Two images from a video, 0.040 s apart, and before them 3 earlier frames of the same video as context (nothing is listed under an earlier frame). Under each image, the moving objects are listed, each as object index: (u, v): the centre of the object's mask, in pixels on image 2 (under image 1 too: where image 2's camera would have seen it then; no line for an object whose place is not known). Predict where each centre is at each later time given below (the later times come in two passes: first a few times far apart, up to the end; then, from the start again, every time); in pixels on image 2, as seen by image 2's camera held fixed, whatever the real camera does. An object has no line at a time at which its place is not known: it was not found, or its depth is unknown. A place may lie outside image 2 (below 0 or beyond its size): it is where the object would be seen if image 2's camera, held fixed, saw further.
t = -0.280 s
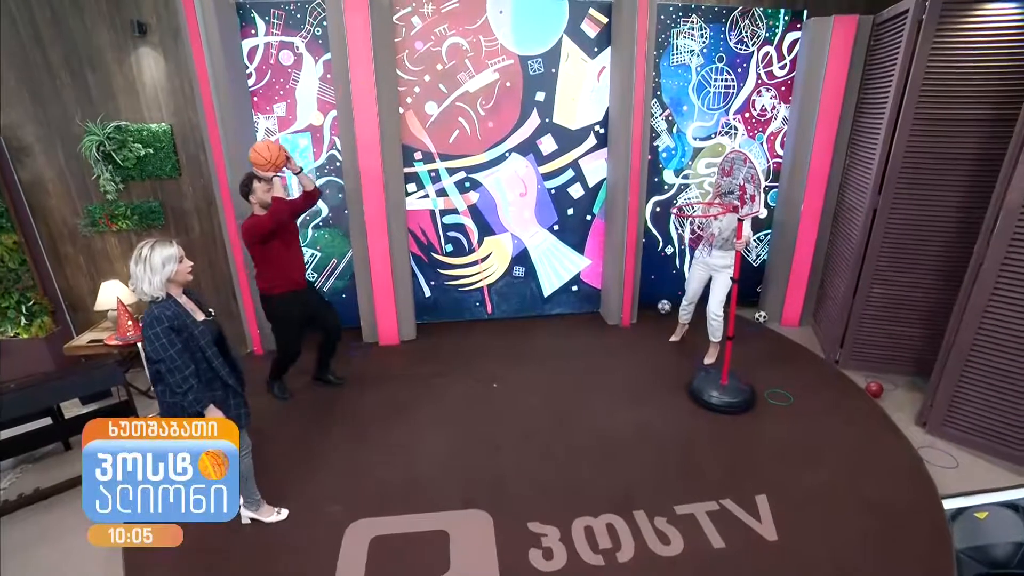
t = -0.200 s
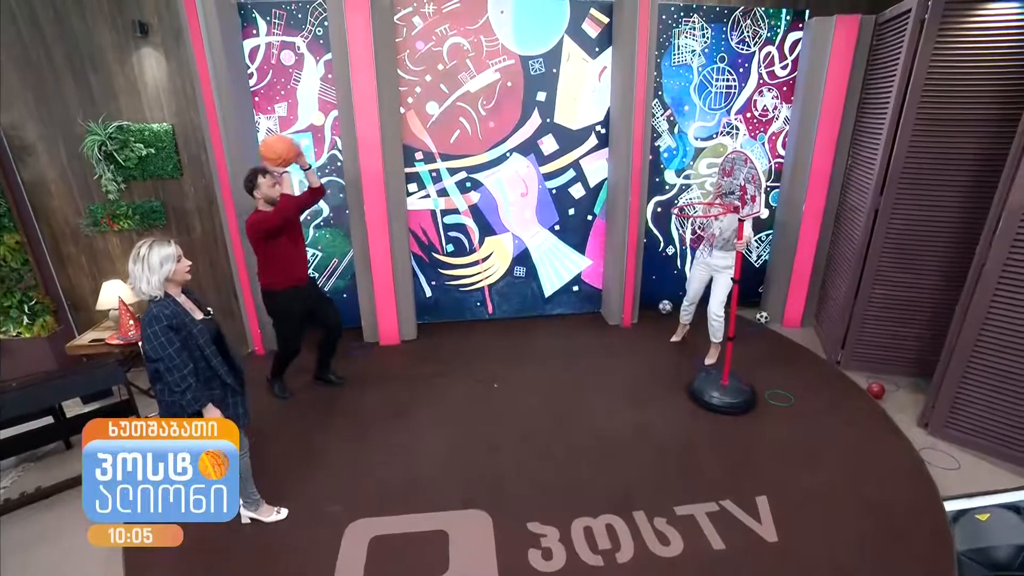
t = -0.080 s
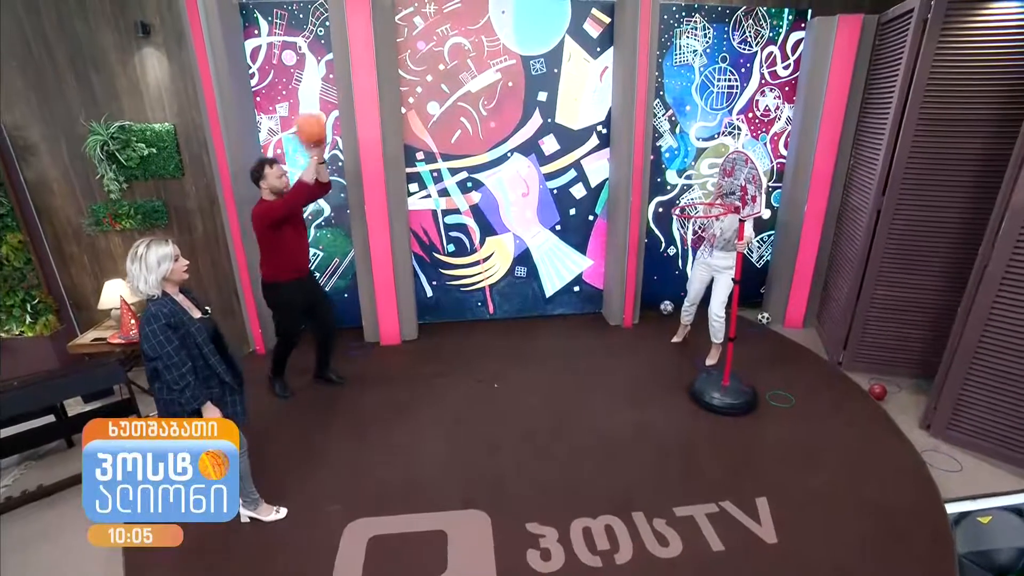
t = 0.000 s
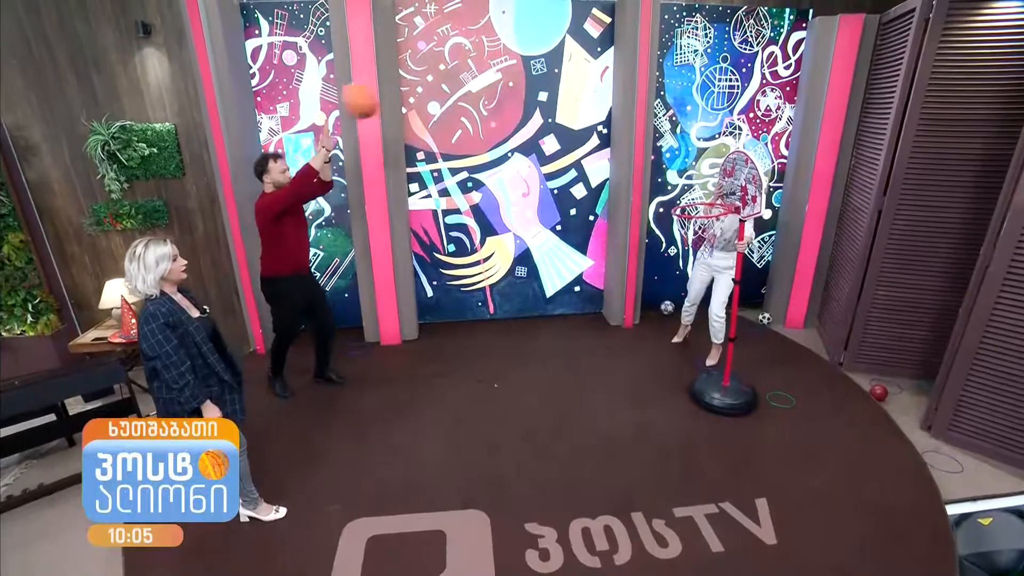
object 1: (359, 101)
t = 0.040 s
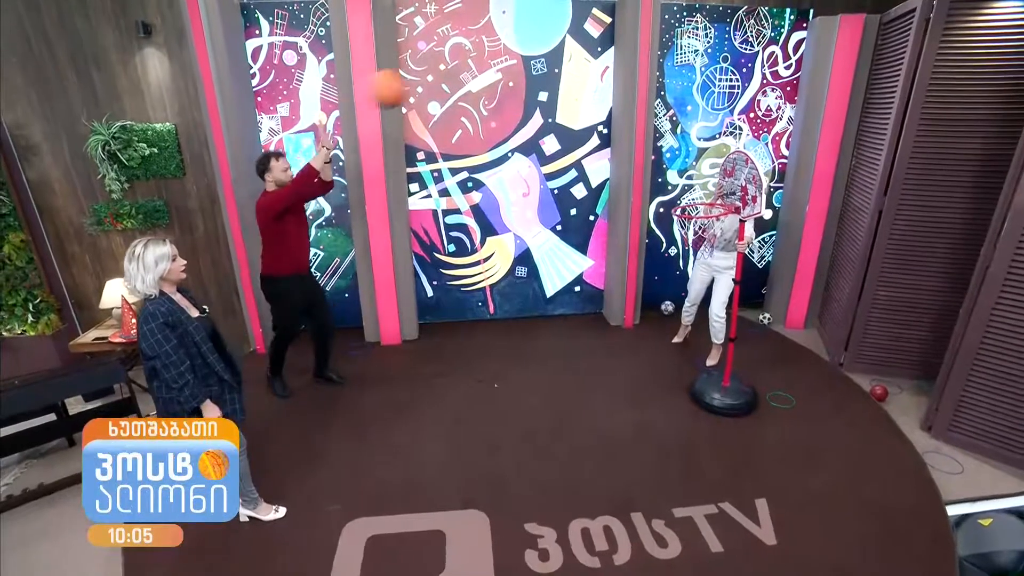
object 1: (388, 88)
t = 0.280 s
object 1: (558, 81)
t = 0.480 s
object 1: (694, 150)
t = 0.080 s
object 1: (414, 81)
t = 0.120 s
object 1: (443, 76)
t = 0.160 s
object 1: (473, 71)
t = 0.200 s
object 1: (503, 73)
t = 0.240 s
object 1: (531, 75)
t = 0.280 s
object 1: (558, 81)
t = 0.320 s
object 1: (589, 90)
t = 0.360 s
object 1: (619, 102)
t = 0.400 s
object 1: (643, 115)
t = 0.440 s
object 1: (669, 131)
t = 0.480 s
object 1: (694, 150)
